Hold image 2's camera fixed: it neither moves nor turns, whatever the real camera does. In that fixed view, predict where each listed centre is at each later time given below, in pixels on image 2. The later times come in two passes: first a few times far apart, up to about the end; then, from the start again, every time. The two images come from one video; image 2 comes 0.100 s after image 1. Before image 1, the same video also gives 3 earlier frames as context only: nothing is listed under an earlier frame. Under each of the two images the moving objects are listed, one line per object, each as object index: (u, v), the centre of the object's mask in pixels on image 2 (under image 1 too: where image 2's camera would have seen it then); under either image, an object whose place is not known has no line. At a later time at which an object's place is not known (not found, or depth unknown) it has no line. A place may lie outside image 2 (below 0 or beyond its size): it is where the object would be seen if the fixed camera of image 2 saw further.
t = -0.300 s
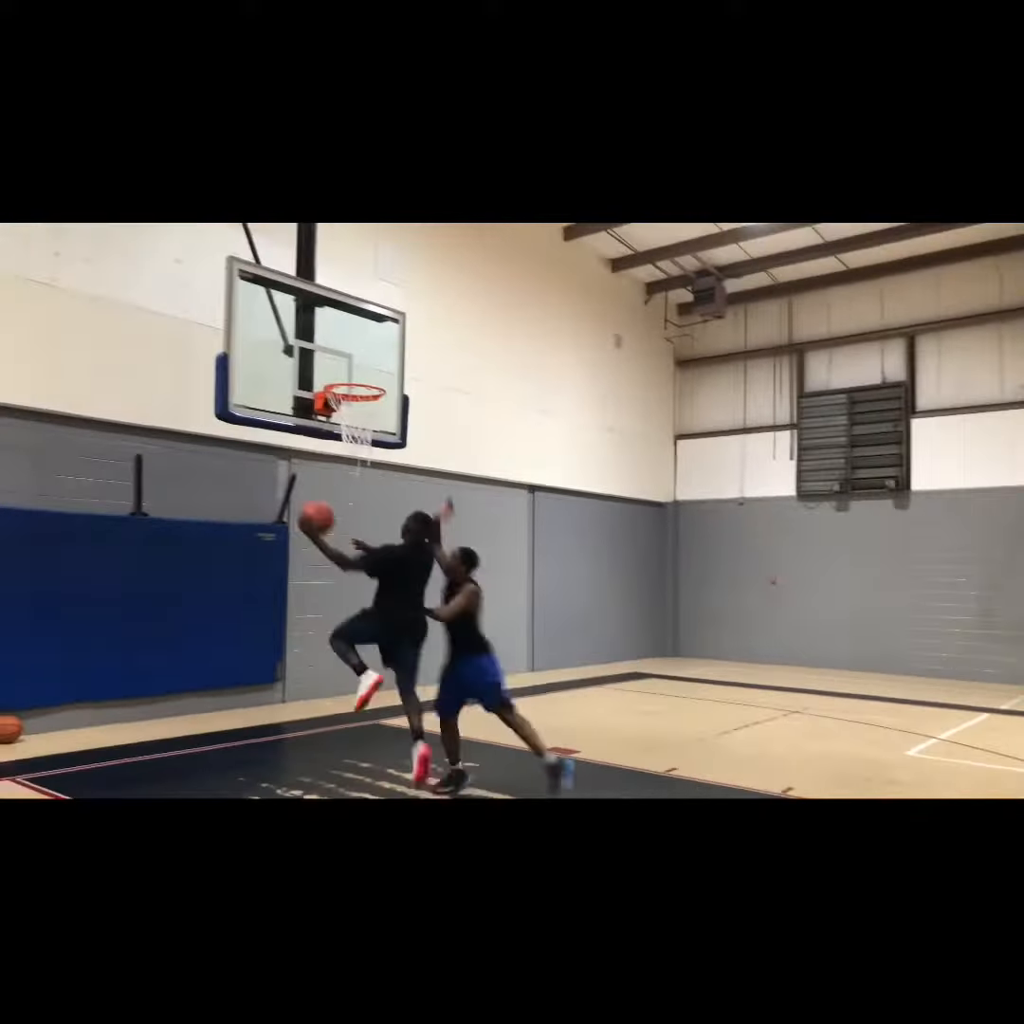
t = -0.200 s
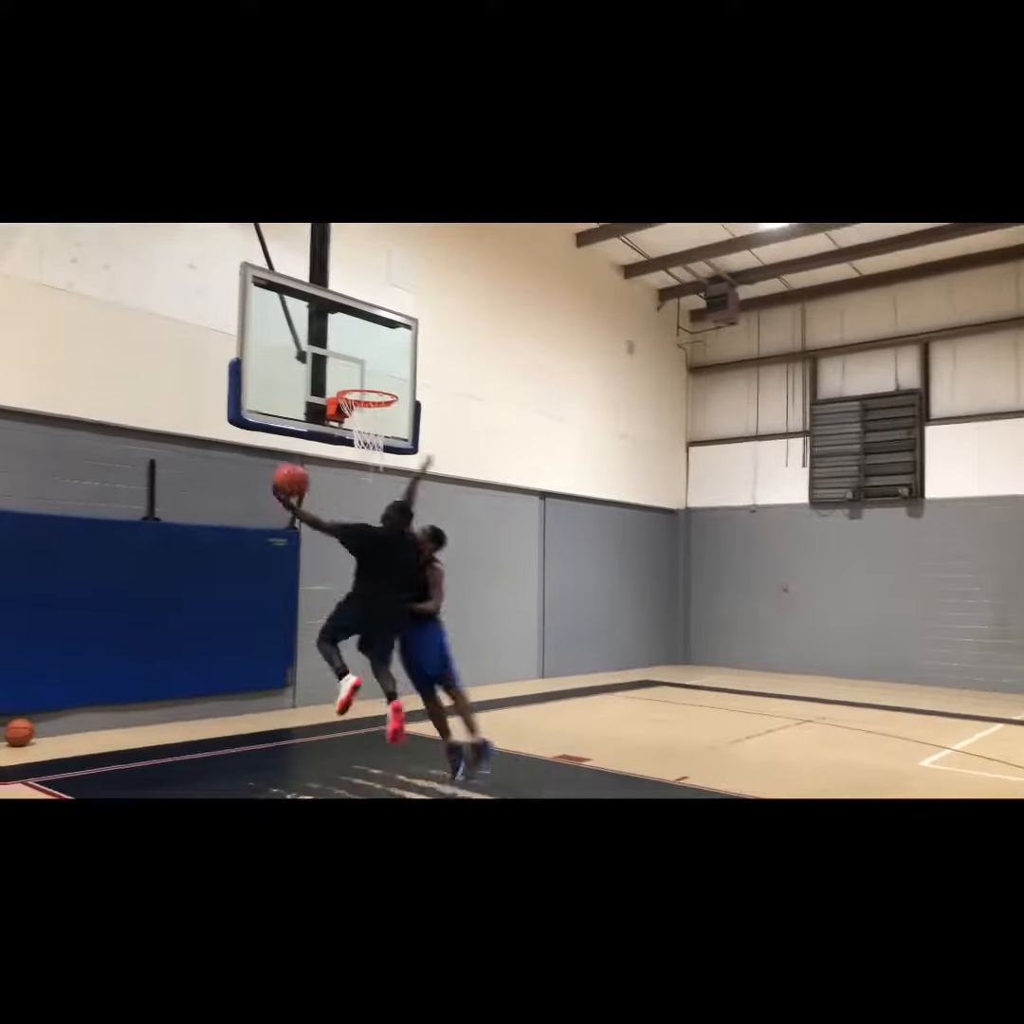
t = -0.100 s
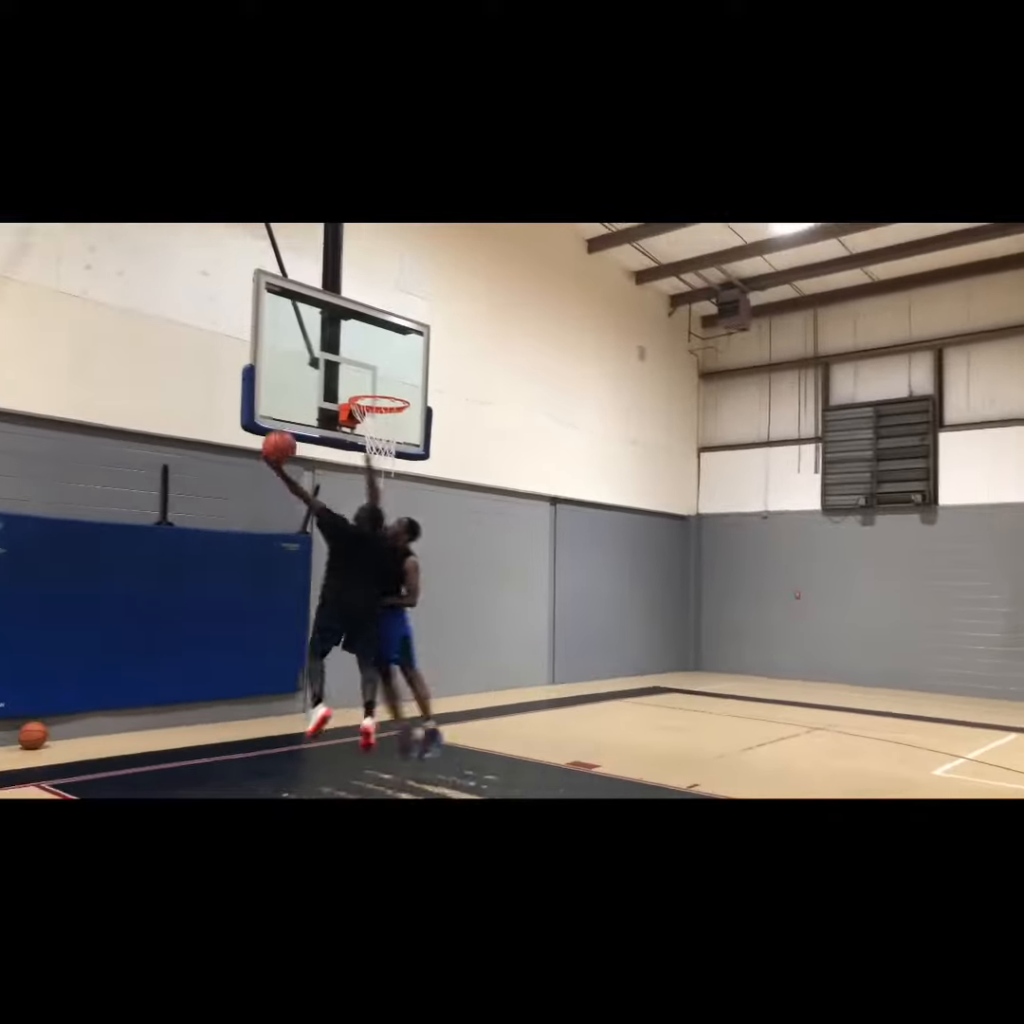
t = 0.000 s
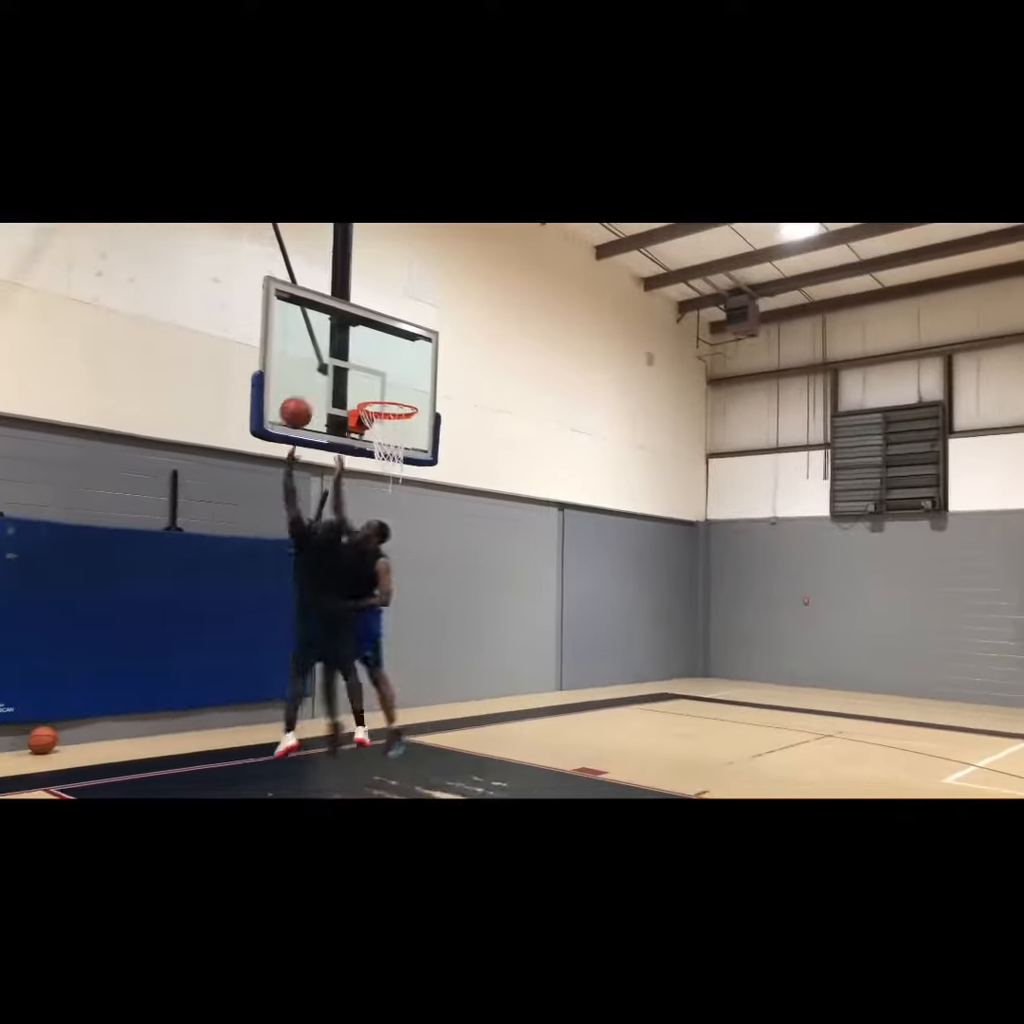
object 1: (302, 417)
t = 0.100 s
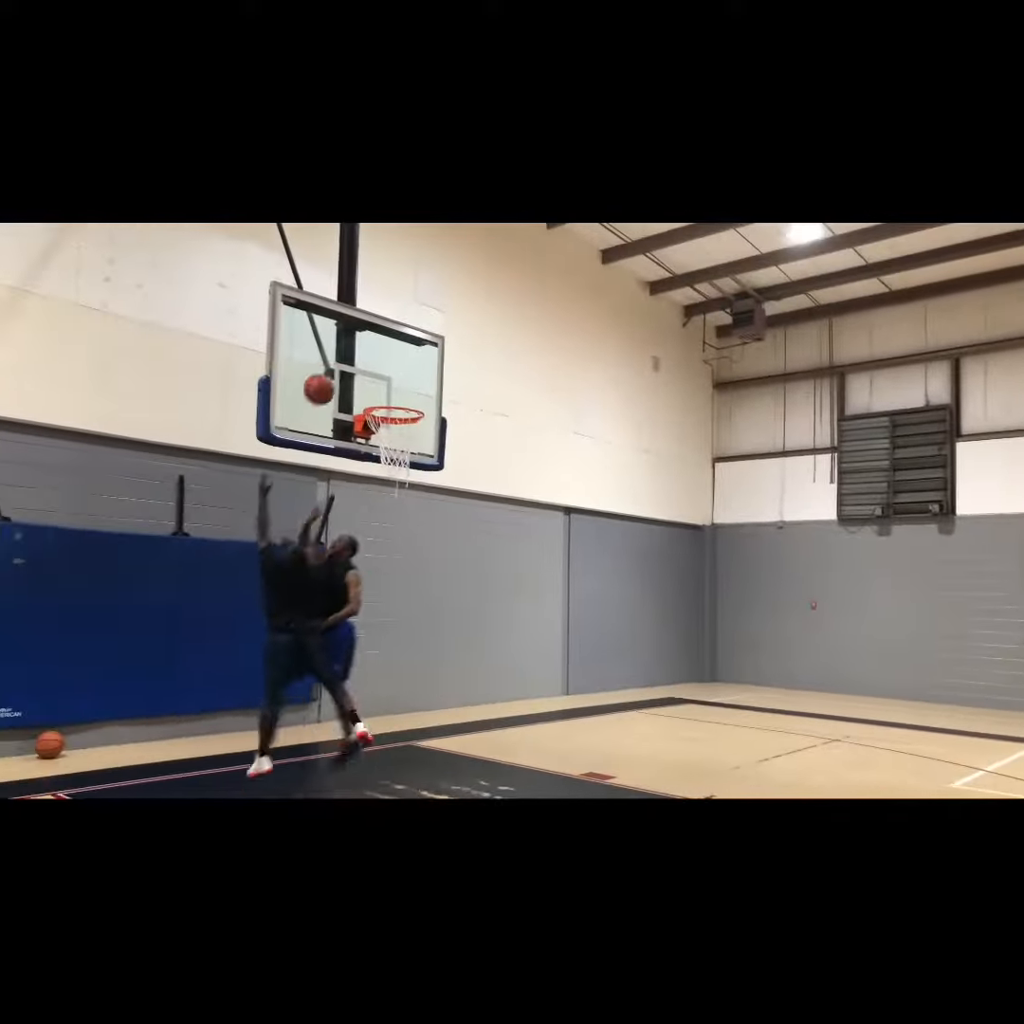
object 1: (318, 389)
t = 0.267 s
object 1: (347, 370)
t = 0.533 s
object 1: (399, 399)
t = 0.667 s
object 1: (395, 438)
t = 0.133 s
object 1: (324, 383)
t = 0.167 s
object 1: (330, 378)
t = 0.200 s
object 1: (333, 375)
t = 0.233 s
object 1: (340, 371)
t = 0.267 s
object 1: (347, 370)
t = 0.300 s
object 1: (353, 370)
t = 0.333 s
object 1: (360, 370)
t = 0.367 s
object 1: (367, 371)
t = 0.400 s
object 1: (373, 374)
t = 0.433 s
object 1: (380, 378)
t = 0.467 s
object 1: (386, 384)
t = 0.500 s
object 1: (393, 391)
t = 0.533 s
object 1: (399, 399)
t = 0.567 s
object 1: (406, 406)
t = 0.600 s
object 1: (408, 418)
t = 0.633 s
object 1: (401, 427)
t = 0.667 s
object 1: (395, 438)
